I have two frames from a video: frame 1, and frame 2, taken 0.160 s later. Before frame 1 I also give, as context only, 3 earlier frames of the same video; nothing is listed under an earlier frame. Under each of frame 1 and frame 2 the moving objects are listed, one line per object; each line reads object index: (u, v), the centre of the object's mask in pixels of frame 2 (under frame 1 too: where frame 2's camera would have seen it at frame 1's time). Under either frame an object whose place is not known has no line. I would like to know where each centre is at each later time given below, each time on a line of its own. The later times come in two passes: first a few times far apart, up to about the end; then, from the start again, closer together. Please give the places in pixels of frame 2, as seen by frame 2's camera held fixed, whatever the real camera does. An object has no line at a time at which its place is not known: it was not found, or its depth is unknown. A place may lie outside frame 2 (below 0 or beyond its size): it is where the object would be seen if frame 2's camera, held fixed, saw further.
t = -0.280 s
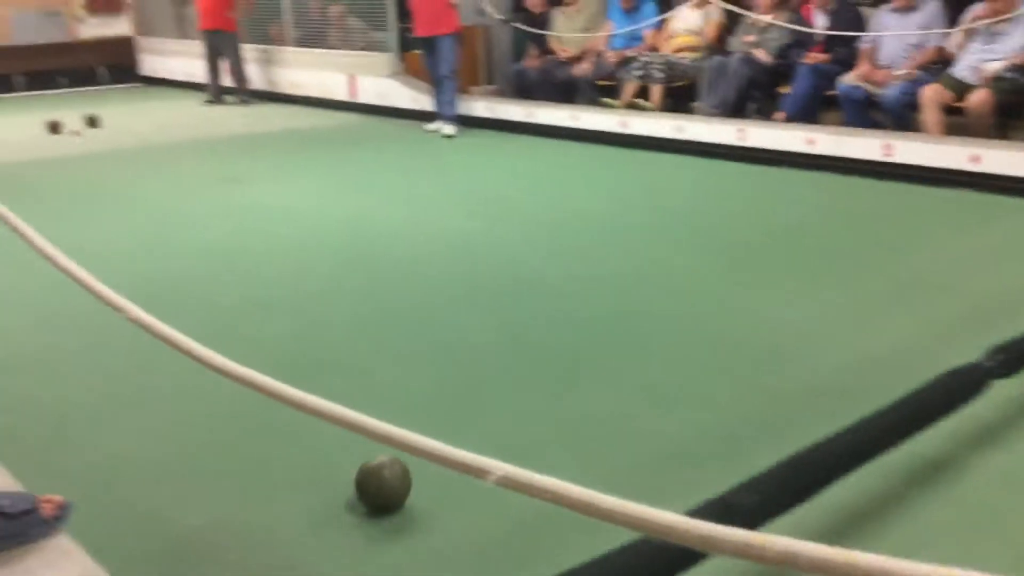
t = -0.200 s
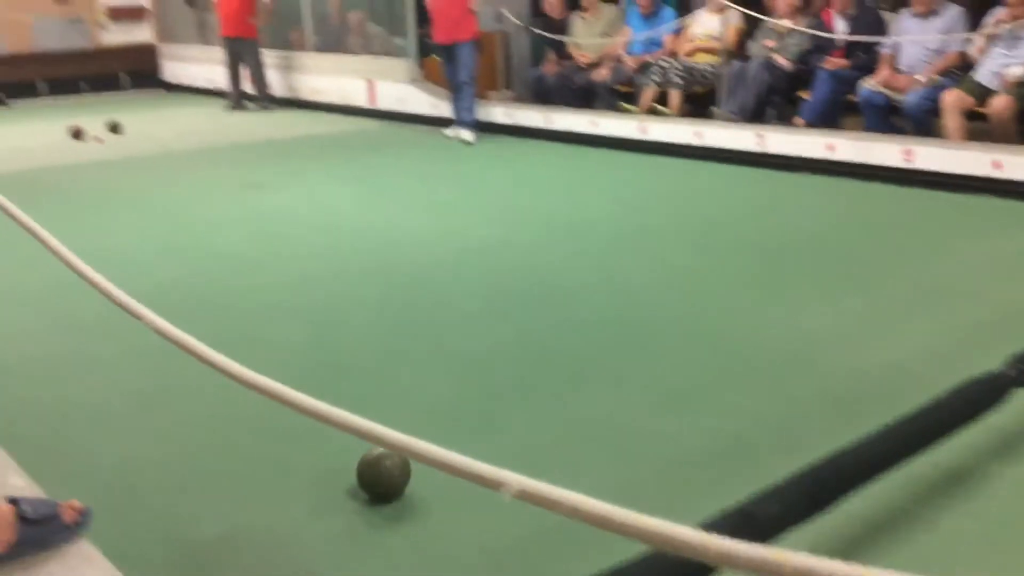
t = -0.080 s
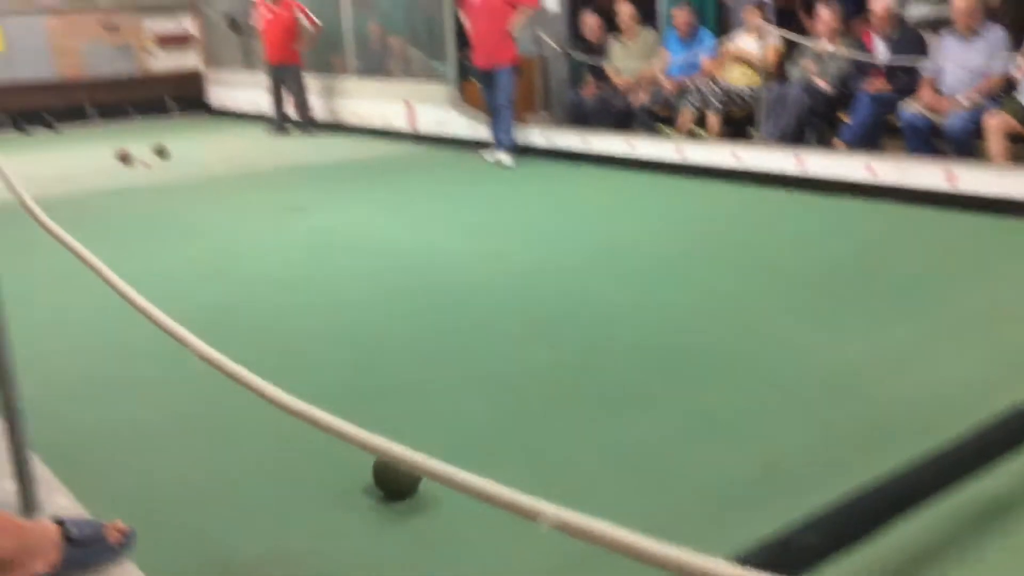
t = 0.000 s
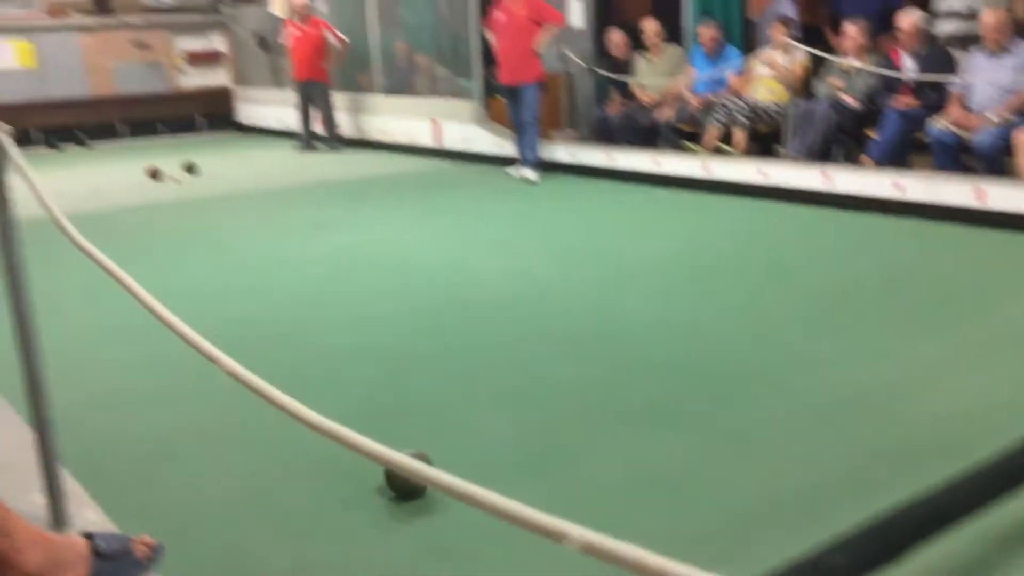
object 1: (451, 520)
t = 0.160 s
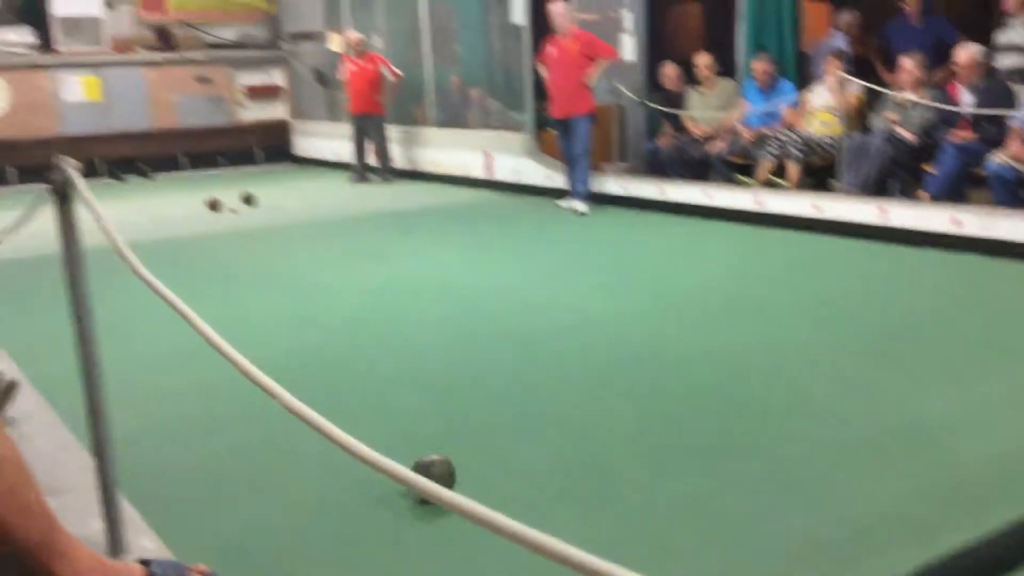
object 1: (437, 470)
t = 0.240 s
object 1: (424, 461)
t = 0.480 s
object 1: (394, 434)
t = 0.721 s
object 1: (371, 406)
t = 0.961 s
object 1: (350, 383)
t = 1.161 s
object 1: (335, 367)
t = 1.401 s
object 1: (319, 350)
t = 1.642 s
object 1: (305, 336)
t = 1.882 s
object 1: (293, 323)
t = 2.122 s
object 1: (282, 313)
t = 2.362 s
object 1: (272, 303)
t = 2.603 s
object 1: (264, 294)
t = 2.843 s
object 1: (256, 286)
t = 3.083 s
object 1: (249, 280)
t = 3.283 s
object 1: (243, 274)
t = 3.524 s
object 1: (235, 268)
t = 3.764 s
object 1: (230, 263)
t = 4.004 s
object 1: (224, 258)
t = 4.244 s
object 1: (220, 254)
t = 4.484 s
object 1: (216, 251)
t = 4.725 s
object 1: (211, 248)
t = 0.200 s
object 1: (430, 466)
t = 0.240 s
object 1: (424, 461)
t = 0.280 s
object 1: (418, 457)
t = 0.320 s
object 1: (412, 452)
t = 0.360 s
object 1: (407, 448)
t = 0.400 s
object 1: (402, 443)
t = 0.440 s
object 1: (398, 439)
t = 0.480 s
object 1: (394, 434)
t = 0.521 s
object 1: (390, 428)
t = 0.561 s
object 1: (385, 423)
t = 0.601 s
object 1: (381, 418)
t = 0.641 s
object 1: (378, 414)
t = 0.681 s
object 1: (374, 409)
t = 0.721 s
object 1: (371, 406)
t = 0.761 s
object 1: (367, 402)
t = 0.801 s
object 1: (363, 397)
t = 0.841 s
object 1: (360, 393)
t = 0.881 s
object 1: (357, 390)
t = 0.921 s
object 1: (354, 386)
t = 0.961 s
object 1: (350, 383)
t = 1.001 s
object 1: (347, 380)
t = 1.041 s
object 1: (344, 376)
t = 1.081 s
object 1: (341, 373)
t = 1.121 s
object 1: (338, 370)
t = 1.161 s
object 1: (335, 367)
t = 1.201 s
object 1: (332, 364)
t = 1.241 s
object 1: (330, 361)
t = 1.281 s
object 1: (327, 359)
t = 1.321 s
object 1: (324, 355)
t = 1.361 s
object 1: (322, 353)
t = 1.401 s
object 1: (319, 350)
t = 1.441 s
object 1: (317, 348)
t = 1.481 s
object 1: (314, 345)
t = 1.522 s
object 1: (312, 343)
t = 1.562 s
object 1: (309, 341)
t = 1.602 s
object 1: (307, 339)
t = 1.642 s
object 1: (305, 336)
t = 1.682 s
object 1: (303, 334)
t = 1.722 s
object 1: (301, 332)
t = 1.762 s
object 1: (299, 330)
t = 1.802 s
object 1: (297, 328)
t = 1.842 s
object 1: (295, 325)
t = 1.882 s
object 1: (293, 323)
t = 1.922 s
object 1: (291, 322)
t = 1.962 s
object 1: (289, 320)
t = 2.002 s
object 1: (287, 318)
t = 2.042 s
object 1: (286, 316)
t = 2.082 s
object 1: (284, 314)
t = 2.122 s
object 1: (282, 313)
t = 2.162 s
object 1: (280, 311)
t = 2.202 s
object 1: (279, 309)
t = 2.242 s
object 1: (277, 308)
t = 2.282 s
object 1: (275, 306)
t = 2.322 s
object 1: (274, 304)
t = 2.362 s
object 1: (272, 303)
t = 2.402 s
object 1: (271, 302)
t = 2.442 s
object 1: (270, 300)
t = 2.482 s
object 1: (268, 299)
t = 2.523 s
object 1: (267, 297)
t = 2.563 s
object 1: (265, 296)
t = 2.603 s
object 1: (264, 294)
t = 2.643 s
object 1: (262, 293)
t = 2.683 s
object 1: (261, 291)
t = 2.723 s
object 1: (260, 290)
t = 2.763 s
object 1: (258, 289)
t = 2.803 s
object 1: (257, 287)
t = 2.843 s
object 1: (256, 286)
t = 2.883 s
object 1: (254, 285)
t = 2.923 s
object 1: (253, 284)
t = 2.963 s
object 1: (252, 283)
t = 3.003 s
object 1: (251, 282)
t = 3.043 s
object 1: (250, 280)
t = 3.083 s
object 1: (249, 280)
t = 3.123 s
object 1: (247, 279)
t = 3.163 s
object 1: (246, 277)
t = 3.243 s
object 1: (244, 275)
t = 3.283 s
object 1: (243, 274)
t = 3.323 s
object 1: (242, 273)
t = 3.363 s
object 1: (241, 272)
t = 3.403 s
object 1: (238, 271)
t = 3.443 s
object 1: (237, 270)
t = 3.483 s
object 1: (236, 269)
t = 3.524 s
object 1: (235, 268)
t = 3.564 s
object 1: (234, 267)
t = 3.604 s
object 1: (233, 266)
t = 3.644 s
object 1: (232, 265)
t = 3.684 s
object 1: (232, 264)
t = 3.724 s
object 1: (231, 264)
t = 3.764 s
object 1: (230, 263)
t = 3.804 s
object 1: (229, 262)
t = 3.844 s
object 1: (228, 261)
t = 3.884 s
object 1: (227, 260)
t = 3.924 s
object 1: (226, 260)
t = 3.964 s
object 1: (225, 259)
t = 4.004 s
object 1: (224, 258)
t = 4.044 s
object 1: (224, 258)
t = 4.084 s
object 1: (223, 257)
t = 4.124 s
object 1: (222, 256)
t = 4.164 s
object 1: (221, 256)
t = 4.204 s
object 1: (220, 255)
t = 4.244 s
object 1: (220, 254)
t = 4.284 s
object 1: (219, 254)
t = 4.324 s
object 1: (218, 253)
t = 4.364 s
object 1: (217, 252)
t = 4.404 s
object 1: (217, 252)
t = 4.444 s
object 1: (216, 251)
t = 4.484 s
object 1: (216, 251)
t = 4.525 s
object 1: (215, 250)
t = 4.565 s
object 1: (214, 249)
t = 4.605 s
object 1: (214, 249)
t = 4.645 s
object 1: (213, 249)
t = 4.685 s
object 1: (212, 248)
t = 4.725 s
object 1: (211, 248)
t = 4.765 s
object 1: (211, 247)
